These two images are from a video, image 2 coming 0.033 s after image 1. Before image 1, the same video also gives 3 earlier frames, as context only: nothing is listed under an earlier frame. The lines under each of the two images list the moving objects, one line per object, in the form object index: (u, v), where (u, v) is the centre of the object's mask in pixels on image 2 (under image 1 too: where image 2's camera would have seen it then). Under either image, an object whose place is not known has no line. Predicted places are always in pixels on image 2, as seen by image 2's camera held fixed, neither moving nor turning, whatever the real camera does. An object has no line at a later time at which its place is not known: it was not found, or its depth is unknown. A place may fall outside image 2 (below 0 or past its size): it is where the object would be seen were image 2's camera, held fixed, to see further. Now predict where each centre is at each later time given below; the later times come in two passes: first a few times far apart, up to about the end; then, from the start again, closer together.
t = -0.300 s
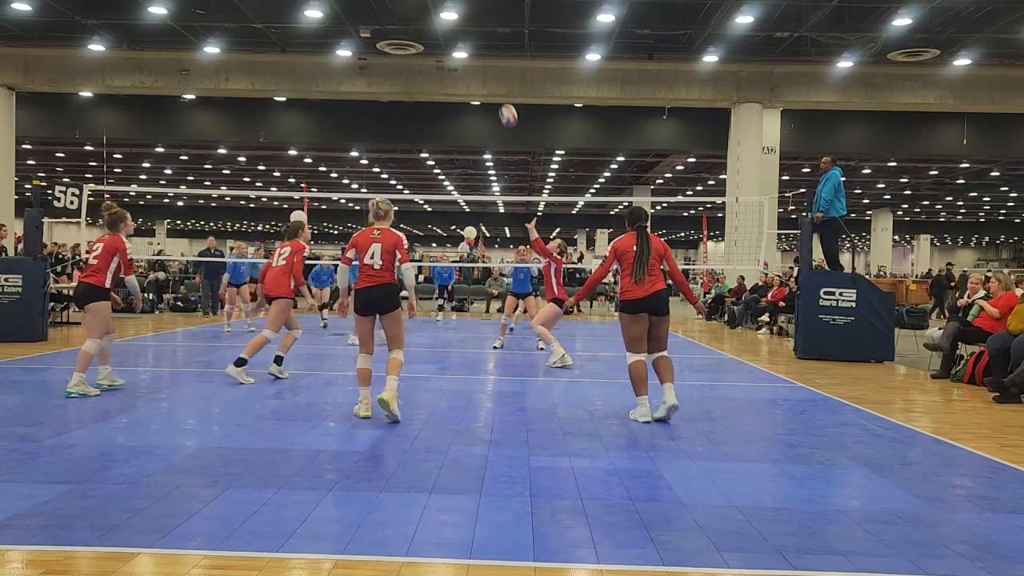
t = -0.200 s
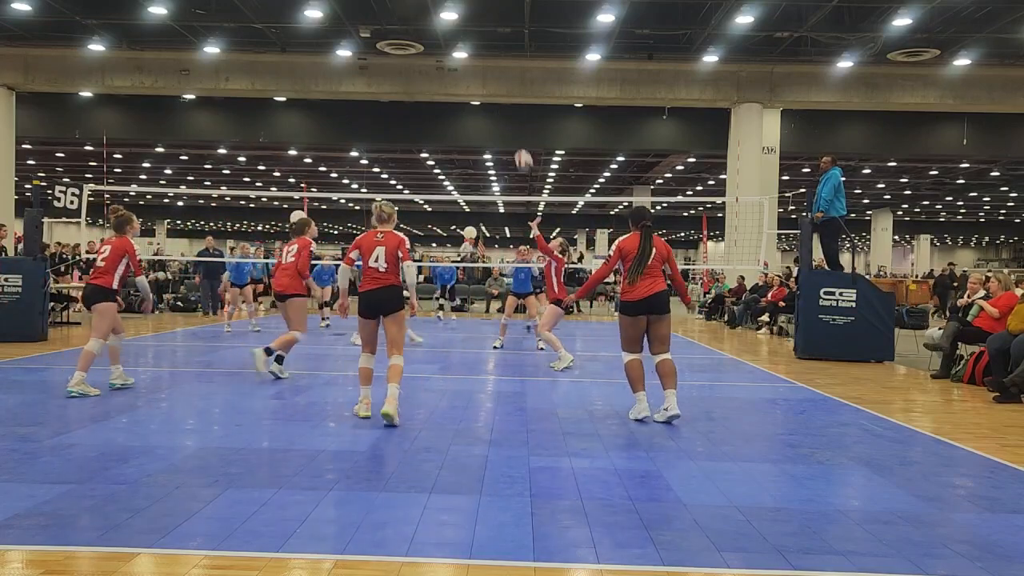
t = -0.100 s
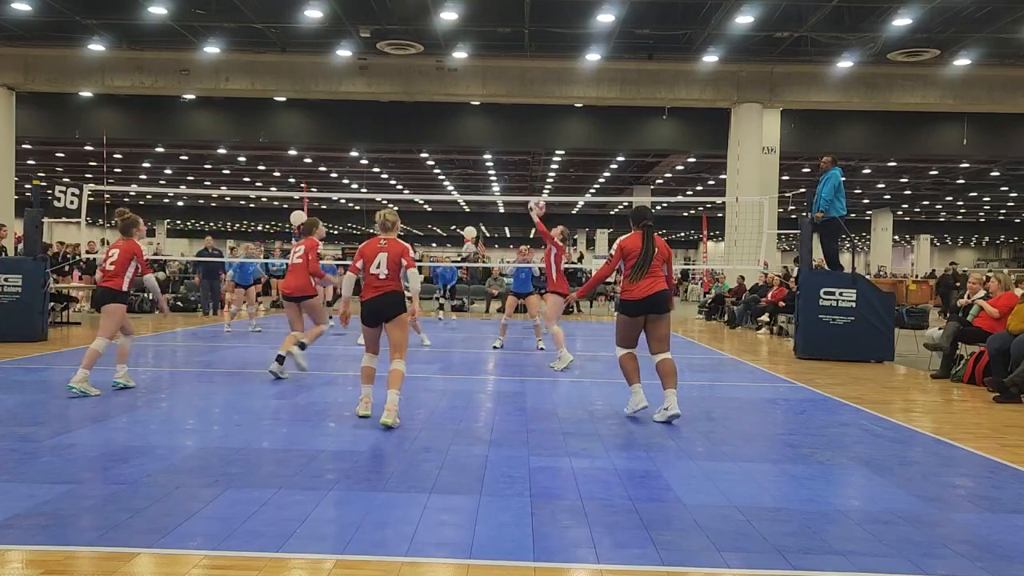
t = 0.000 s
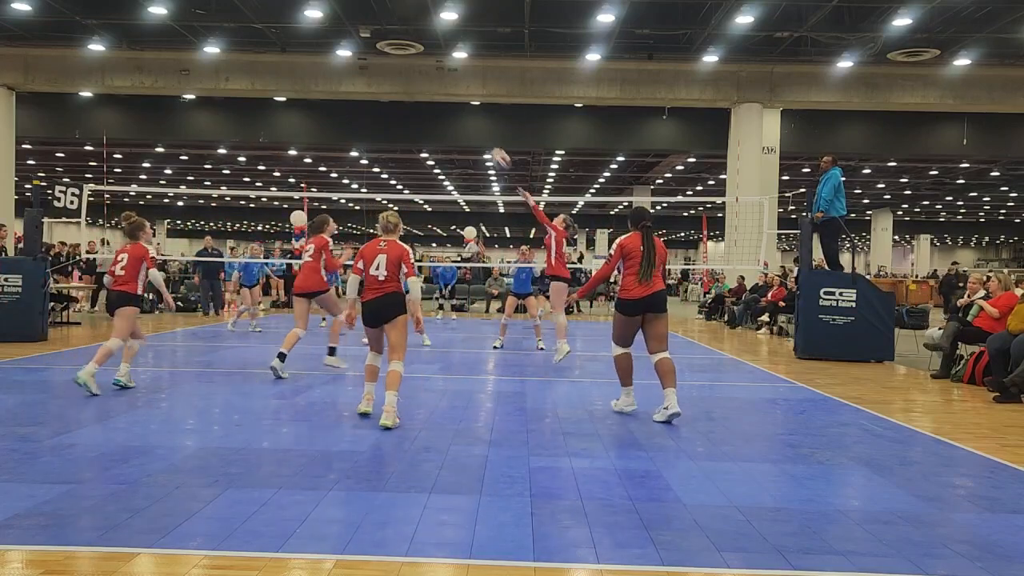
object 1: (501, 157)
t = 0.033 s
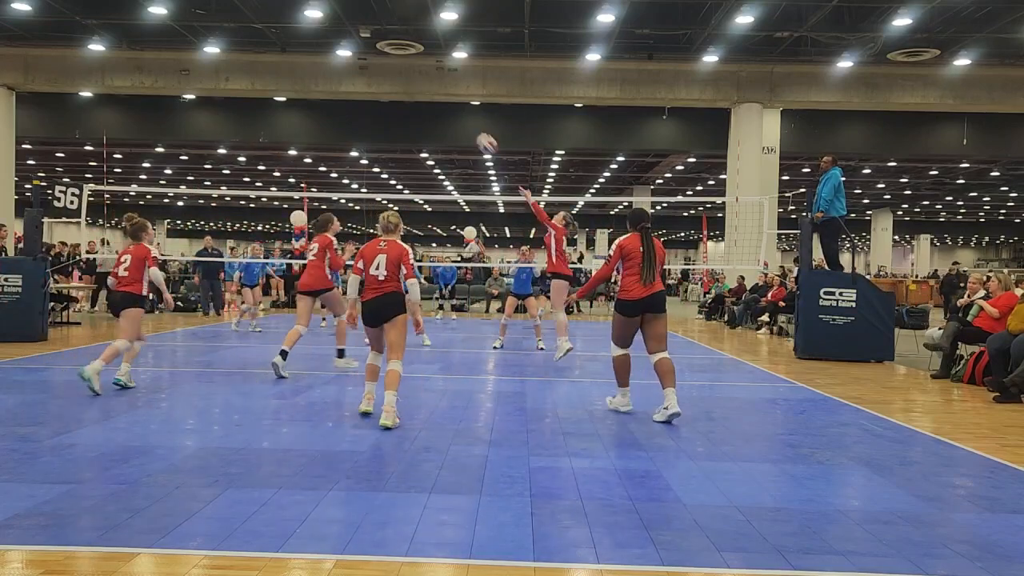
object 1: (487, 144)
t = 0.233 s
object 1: (409, 71)
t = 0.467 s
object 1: (323, 29)
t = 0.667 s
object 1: (251, 29)
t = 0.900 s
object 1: (172, 68)
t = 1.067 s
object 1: (118, 121)
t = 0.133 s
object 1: (446, 103)
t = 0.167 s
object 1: (433, 91)
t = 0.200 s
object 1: (421, 80)
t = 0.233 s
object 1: (409, 71)
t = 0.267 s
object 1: (396, 62)
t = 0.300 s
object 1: (384, 54)
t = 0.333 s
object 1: (371, 47)
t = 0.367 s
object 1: (359, 41)
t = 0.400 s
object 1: (346, 36)
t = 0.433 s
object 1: (334, 32)
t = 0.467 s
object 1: (323, 29)
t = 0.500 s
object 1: (311, 26)
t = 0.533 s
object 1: (298, 26)
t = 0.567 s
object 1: (286, 25)
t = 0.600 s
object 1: (275, 26)
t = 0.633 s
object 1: (263, 27)
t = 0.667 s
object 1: (251, 29)
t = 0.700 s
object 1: (240, 32)
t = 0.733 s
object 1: (229, 36)
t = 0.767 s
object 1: (217, 40)
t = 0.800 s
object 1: (205, 45)
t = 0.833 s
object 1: (193, 52)
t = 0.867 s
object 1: (184, 61)
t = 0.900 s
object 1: (172, 68)
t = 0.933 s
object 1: (161, 77)
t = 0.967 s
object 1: (150, 86)
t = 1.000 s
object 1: (139, 98)
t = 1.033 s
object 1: (129, 109)
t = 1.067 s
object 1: (118, 121)
